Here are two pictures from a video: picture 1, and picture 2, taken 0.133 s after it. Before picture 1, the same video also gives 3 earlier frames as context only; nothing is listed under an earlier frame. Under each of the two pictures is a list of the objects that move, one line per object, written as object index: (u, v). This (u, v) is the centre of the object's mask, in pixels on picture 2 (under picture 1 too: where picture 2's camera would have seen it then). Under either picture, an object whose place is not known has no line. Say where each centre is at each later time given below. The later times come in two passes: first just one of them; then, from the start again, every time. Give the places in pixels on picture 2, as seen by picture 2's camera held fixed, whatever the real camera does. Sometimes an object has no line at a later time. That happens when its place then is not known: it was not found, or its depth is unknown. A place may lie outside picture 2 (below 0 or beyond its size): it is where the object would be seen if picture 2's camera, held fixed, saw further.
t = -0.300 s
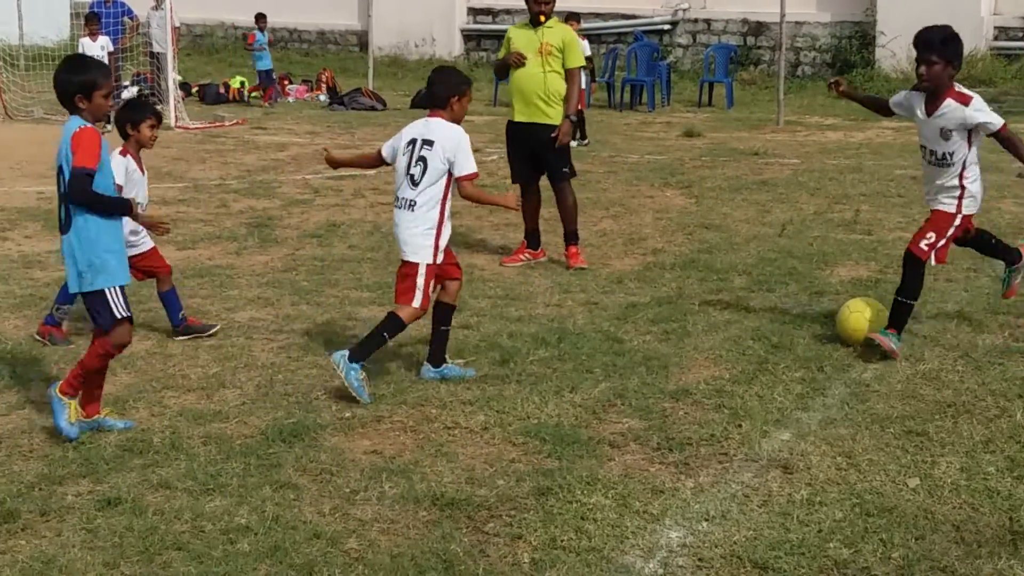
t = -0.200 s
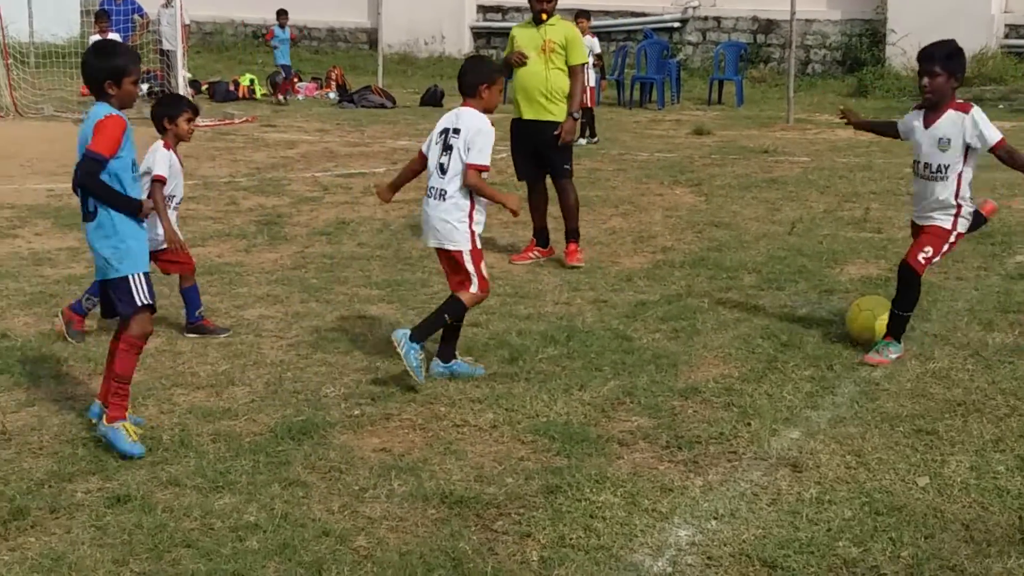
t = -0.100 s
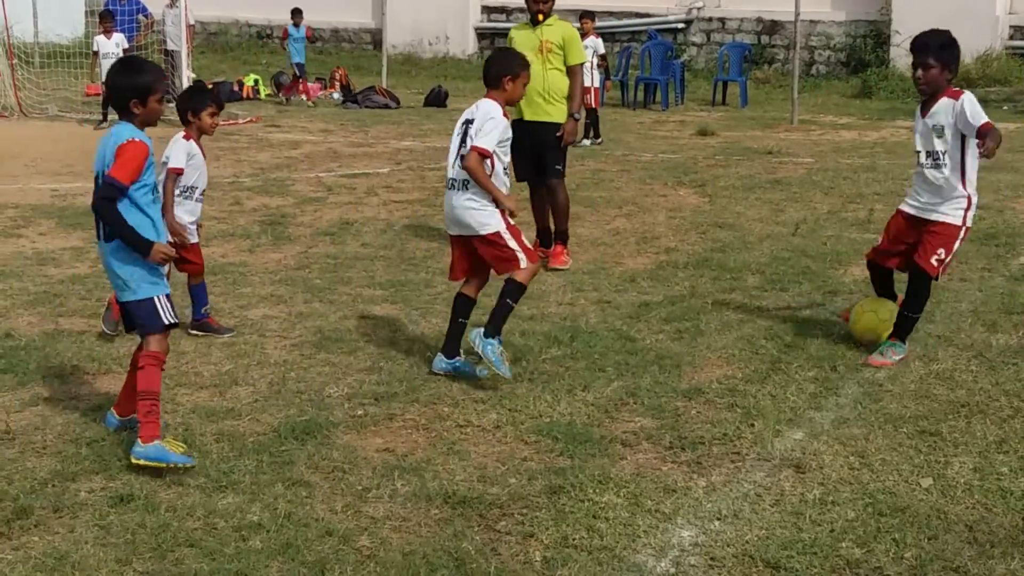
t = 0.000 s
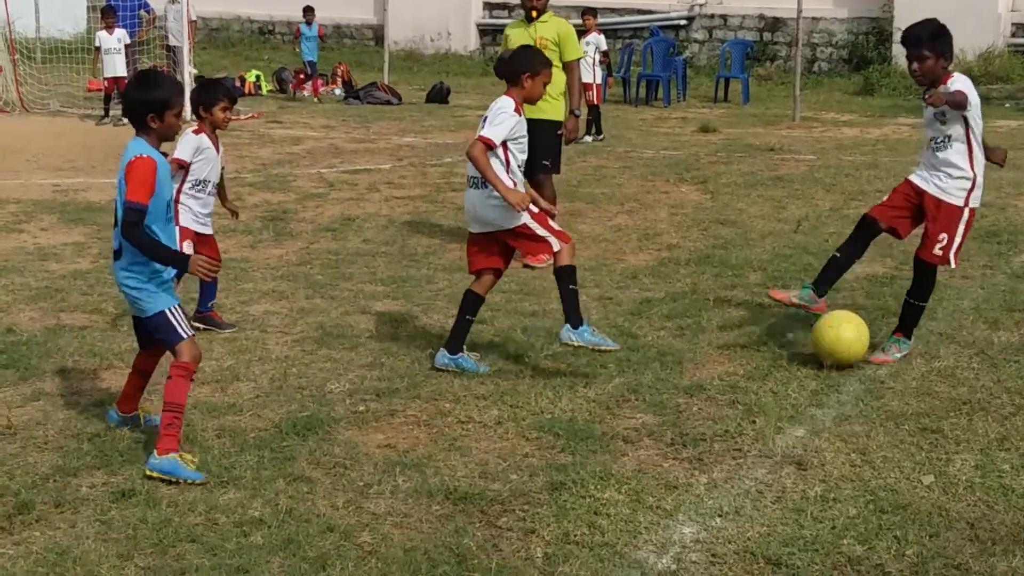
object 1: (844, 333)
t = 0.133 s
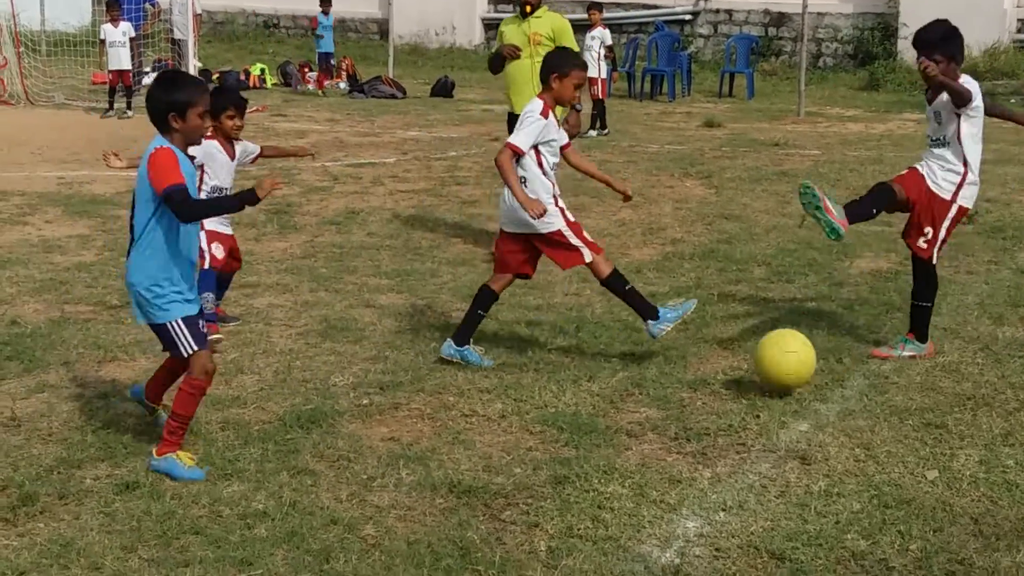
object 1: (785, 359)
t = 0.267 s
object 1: (710, 407)
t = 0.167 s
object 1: (767, 367)
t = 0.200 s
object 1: (749, 378)
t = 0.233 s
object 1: (730, 391)
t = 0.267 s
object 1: (710, 407)
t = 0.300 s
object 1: (691, 409)
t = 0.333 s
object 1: (673, 408)
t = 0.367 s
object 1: (653, 412)
